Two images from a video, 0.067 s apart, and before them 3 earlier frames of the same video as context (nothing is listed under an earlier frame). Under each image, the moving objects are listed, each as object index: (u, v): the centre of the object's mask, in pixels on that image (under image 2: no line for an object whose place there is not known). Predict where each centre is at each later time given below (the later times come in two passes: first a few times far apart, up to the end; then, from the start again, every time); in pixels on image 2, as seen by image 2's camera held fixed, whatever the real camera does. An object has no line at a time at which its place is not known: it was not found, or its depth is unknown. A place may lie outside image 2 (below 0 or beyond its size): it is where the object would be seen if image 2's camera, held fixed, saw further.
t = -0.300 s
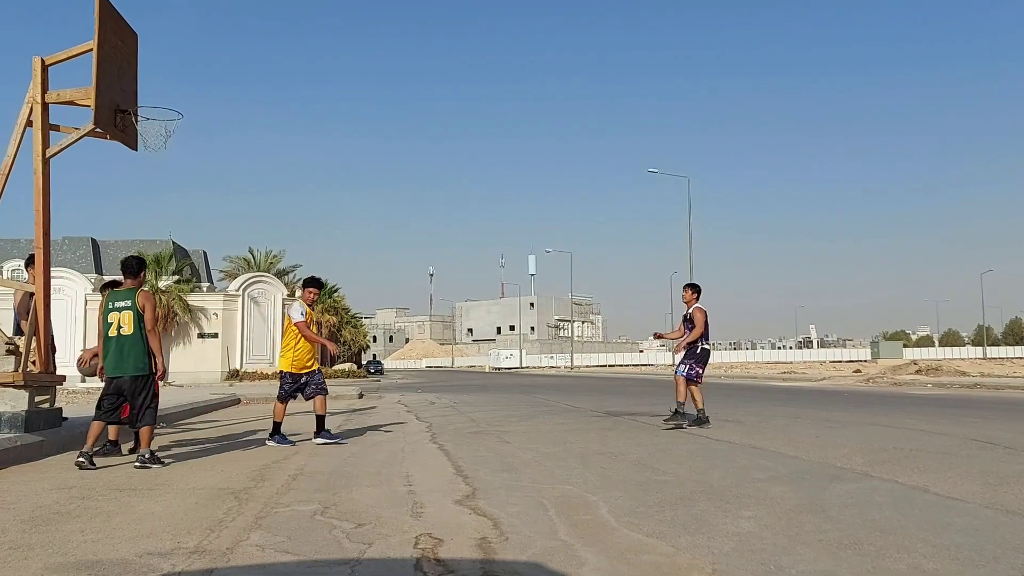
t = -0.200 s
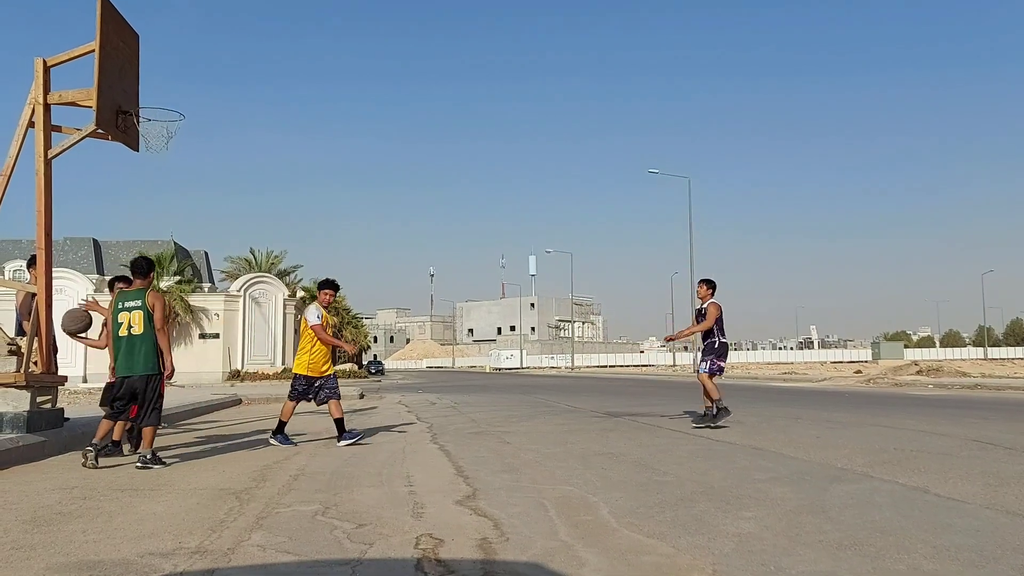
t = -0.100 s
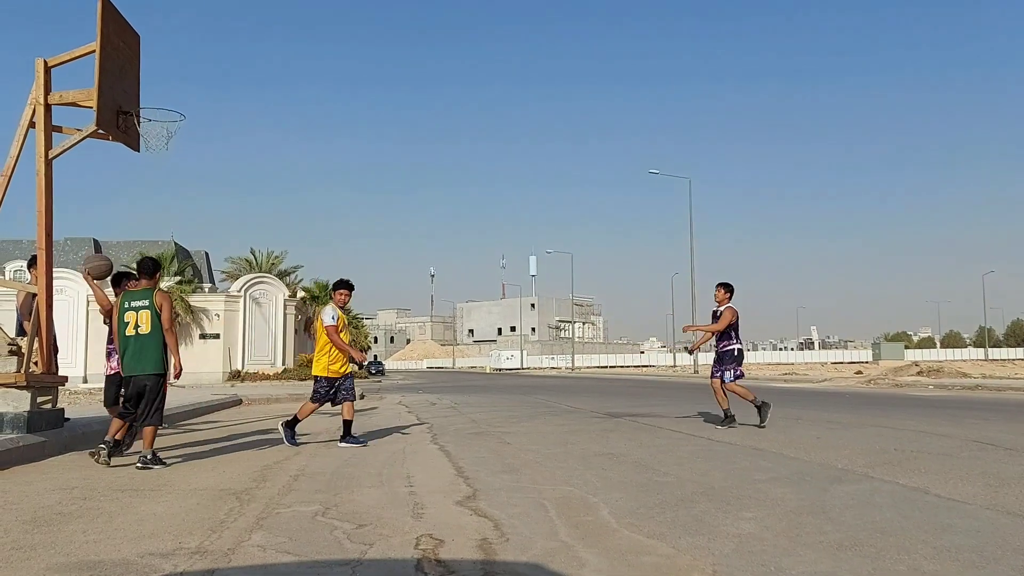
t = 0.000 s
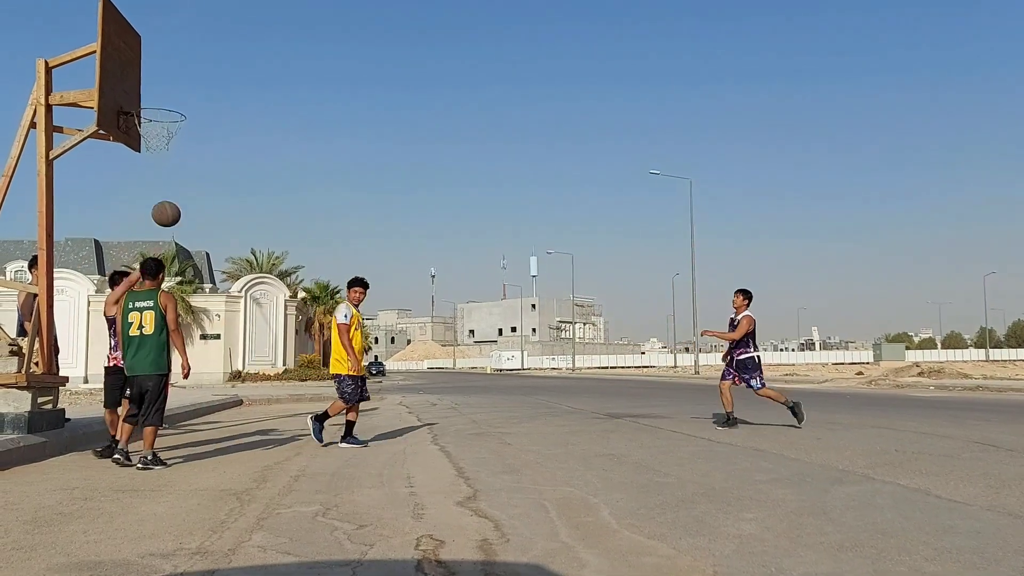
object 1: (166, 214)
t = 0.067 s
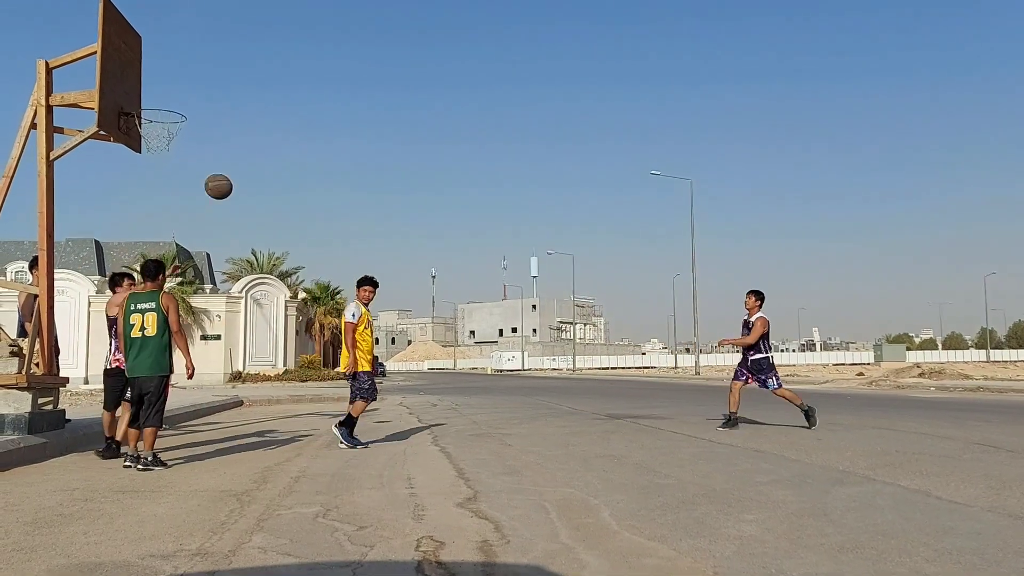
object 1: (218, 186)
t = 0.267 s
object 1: (360, 134)
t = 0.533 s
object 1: (523, 125)
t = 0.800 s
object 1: (668, 177)
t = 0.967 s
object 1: (752, 237)
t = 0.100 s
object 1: (243, 174)
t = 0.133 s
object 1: (268, 164)
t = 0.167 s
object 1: (291, 155)
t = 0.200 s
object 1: (315, 147)
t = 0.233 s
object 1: (338, 140)
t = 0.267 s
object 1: (360, 134)
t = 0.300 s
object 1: (382, 129)
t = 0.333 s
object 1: (403, 125)
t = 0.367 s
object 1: (424, 123)
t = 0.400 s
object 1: (444, 121)
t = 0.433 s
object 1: (464, 121)
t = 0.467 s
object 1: (484, 121)
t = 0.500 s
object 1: (503, 123)
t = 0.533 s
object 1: (523, 125)
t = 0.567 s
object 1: (542, 128)
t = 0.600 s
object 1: (560, 132)
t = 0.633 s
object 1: (579, 138)
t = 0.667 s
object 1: (597, 144)
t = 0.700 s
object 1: (614, 151)
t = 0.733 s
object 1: (632, 159)
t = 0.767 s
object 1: (650, 167)
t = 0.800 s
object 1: (668, 177)
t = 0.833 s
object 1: (685, 187)
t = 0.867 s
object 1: (702, 198)
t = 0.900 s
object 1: (719, 210)
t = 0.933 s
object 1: (735, 223)
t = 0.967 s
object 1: (752, 237)
